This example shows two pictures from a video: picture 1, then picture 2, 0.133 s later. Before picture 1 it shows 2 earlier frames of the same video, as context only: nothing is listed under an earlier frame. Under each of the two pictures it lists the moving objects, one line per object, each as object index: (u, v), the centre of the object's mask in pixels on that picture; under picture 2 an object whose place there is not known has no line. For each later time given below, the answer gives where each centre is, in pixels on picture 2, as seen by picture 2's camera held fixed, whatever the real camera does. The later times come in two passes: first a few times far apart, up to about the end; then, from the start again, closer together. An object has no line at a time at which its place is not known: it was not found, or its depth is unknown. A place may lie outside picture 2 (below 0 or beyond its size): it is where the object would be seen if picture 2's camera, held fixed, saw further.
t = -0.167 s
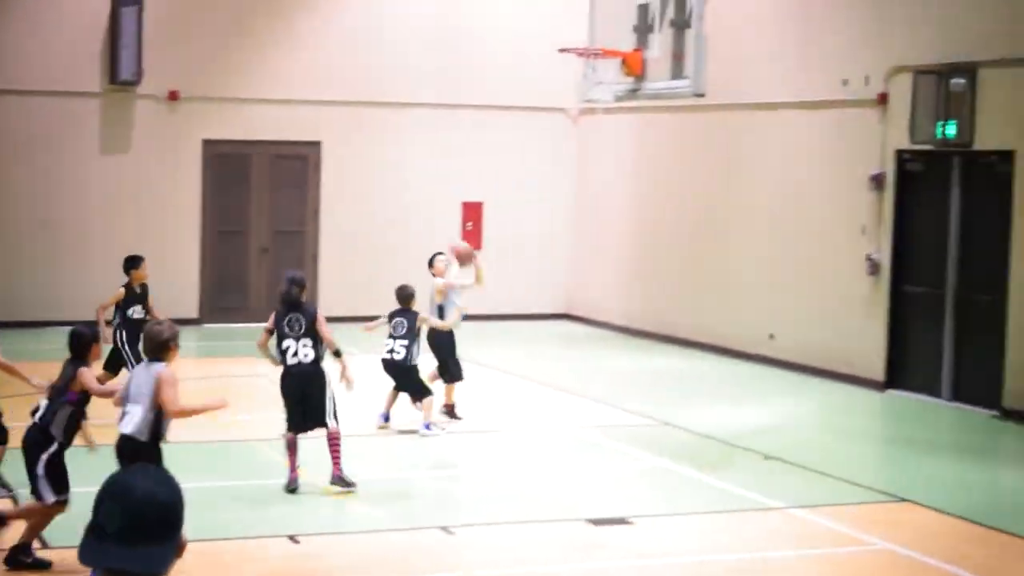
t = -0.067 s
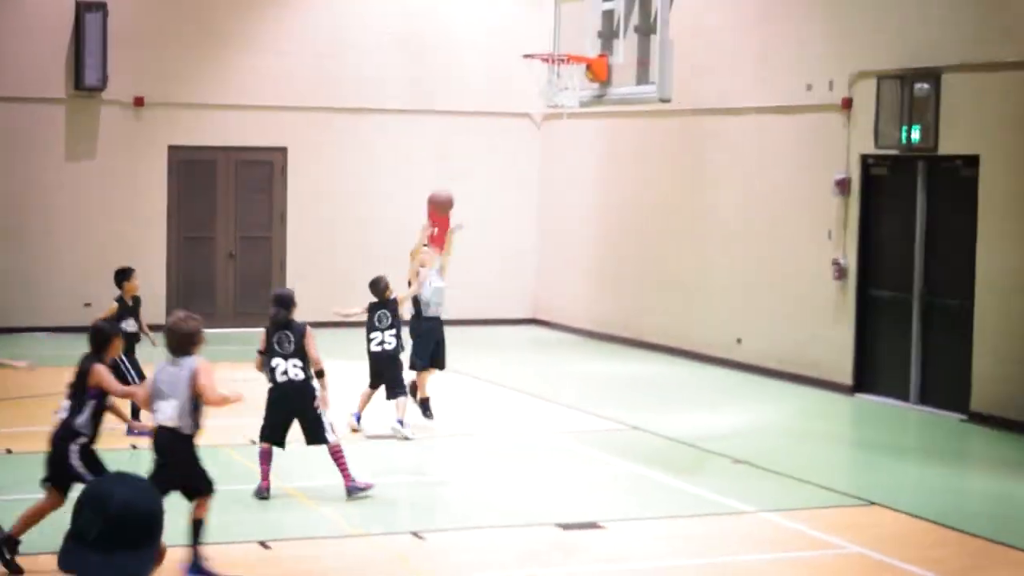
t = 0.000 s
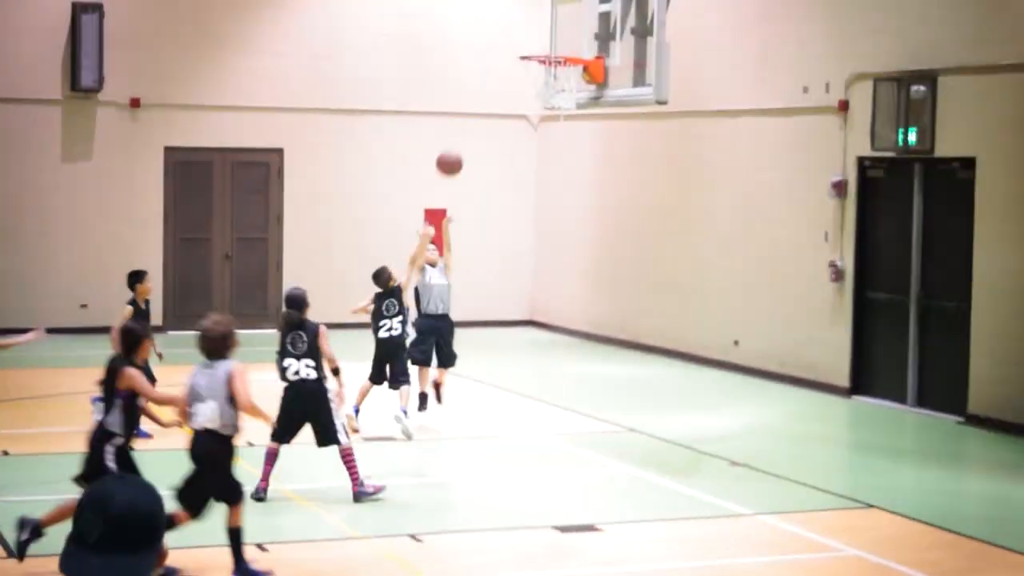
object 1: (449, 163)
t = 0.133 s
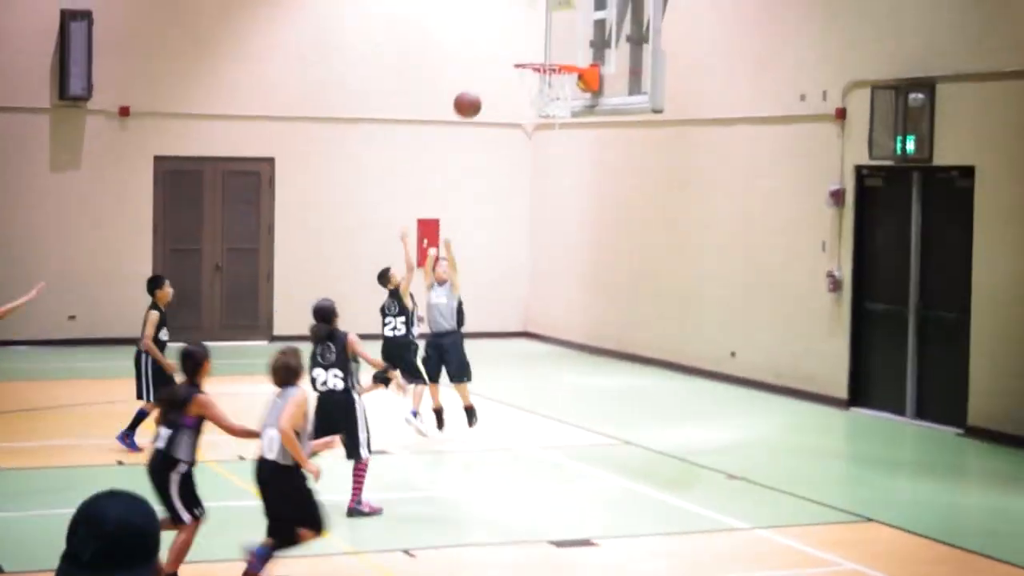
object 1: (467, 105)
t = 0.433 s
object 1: (524, 20)
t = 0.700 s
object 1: (566, 37)
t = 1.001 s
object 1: (544, 53)
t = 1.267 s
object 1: (508, 143)
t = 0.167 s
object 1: (473, 90)
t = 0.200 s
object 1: (480, 77)
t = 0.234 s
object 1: (486, 65)
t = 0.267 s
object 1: (493, 54)
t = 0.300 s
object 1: (499, 45)
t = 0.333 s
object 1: (505, 37)
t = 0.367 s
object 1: (511, 30)
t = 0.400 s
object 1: (518, 25)
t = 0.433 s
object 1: (524, 20)
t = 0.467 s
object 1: (531, 18)
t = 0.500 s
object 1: (537, 16)
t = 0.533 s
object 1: (544, 16)
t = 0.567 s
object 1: (551, 17)
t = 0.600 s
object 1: (558, 20)
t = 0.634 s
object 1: (564, 24)
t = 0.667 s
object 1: (567, 30)
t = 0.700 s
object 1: (566, 37)
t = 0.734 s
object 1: (566, 45)
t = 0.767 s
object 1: (566, 53)
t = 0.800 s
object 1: (566, 52)
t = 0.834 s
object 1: (567, 50)
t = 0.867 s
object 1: (563, 49)
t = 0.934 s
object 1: (554, 49)
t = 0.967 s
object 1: (549, 51)
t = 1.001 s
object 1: (544, 53)
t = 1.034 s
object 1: (540, 56)
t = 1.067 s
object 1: (536, 60)
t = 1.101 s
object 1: (522, 83)
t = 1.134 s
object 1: (522, 90)
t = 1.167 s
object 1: (521, 100)
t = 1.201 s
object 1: (518, 113)
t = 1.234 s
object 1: (513, 127)
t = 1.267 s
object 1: (508, 143)
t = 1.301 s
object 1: (503, 160)
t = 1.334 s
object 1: (498, 178)
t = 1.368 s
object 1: (493, 198)
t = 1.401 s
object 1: (488, 219)
